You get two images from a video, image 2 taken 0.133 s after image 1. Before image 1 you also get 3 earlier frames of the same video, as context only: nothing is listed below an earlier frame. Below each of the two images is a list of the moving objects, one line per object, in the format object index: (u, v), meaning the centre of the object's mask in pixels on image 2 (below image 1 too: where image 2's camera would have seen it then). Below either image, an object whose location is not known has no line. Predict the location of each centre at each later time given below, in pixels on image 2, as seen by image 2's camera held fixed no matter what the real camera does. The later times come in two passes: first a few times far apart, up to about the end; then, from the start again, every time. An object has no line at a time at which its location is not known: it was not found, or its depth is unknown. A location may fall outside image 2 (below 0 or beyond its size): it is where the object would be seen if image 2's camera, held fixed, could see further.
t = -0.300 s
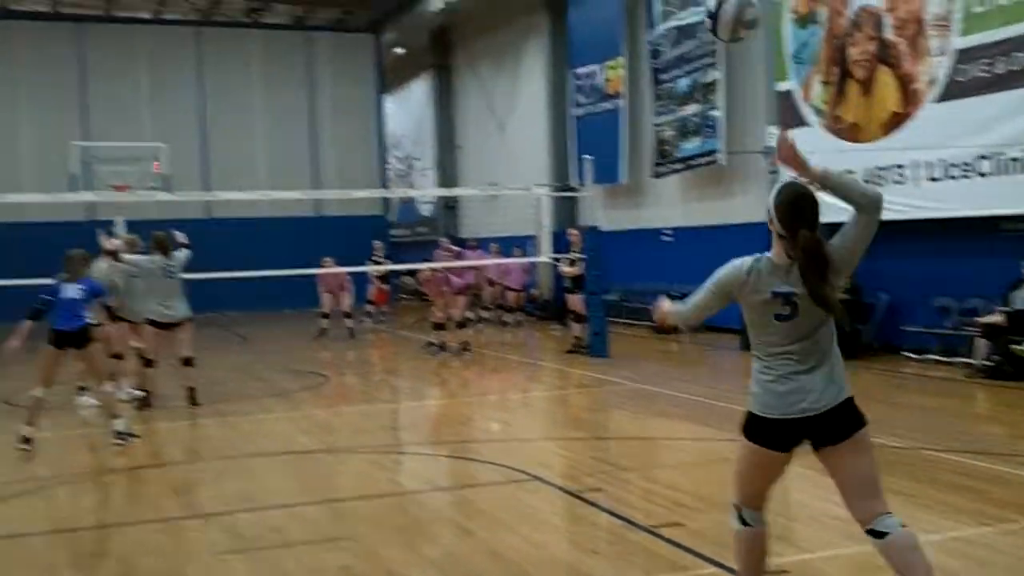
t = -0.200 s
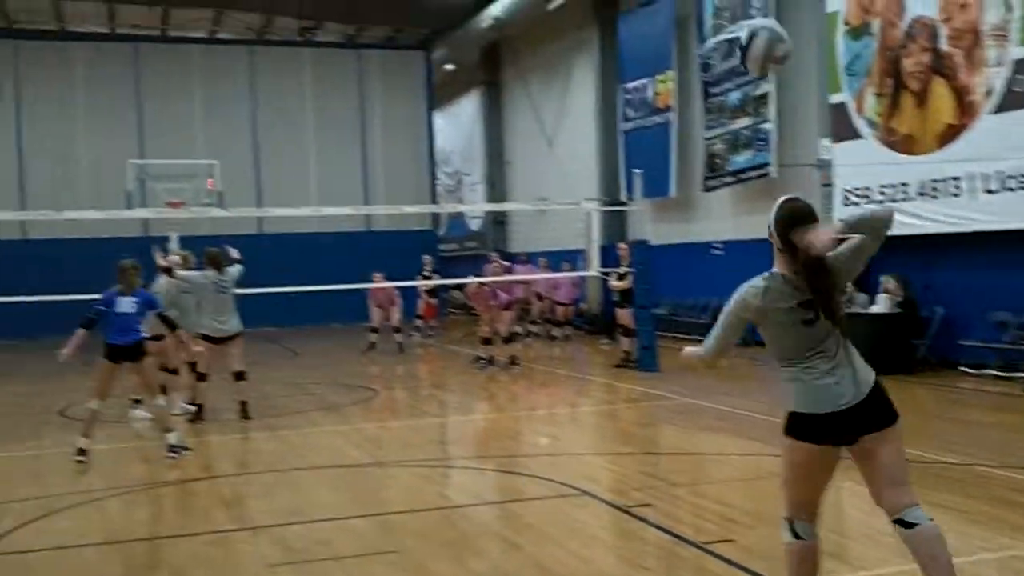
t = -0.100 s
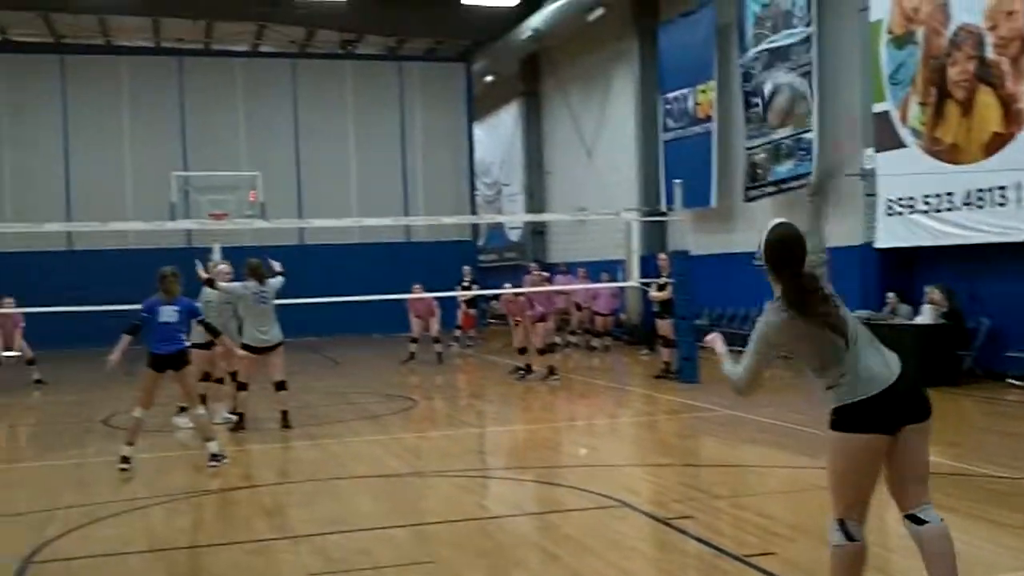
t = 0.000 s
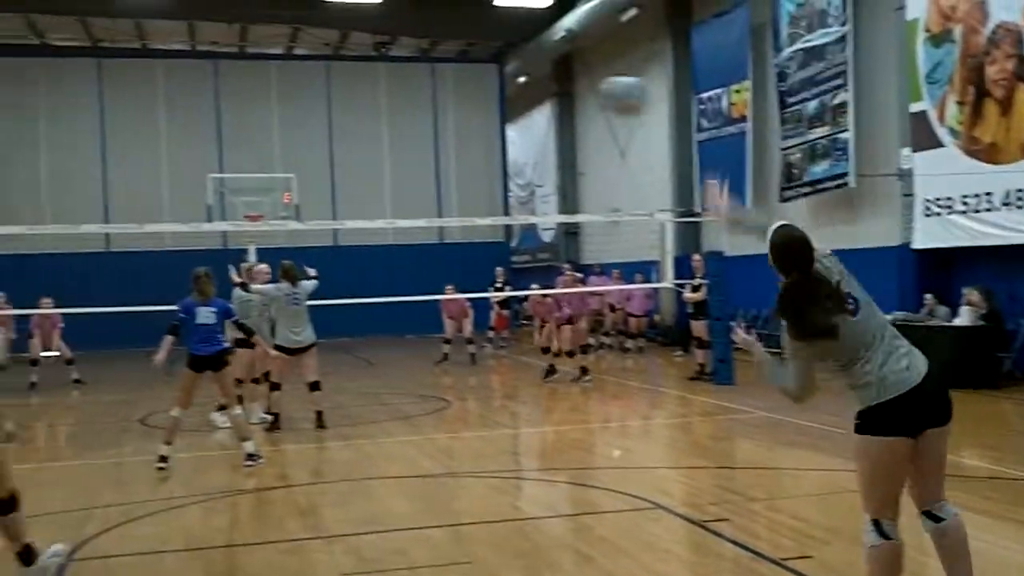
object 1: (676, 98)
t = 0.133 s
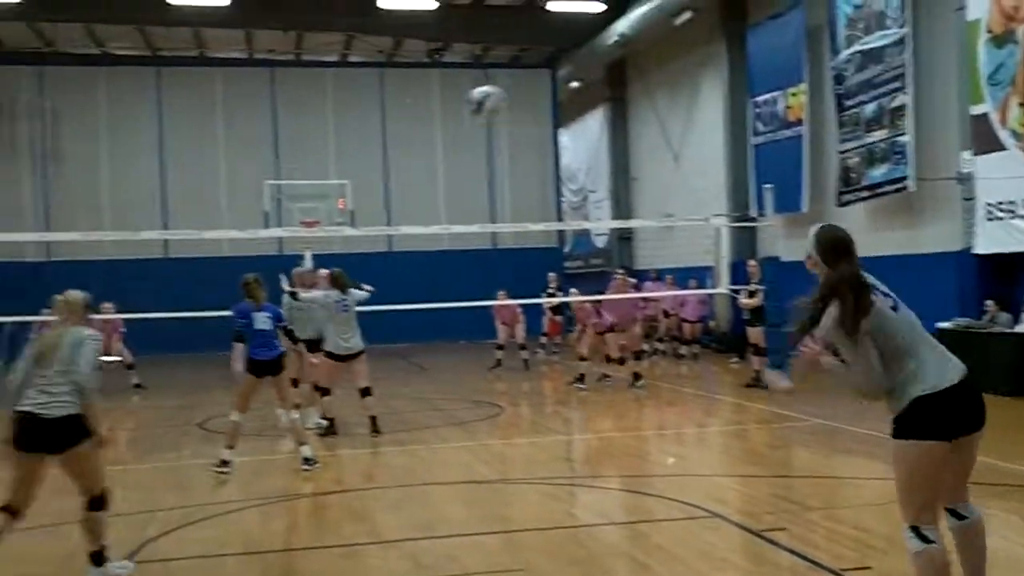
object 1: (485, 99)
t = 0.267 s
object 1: (372, 120)
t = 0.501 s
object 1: (248, 170)
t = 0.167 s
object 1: (452, 103)
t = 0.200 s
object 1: (422, 108)
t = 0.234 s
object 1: (395, 114)
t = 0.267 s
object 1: (372, 120)
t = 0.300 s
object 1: (348, 125)
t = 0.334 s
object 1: (327, 131)
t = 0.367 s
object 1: (308, 138)
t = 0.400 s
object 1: (292, 146)
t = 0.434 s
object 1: (276, 154)
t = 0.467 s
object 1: (262, 161)
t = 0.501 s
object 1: (248, 170)
